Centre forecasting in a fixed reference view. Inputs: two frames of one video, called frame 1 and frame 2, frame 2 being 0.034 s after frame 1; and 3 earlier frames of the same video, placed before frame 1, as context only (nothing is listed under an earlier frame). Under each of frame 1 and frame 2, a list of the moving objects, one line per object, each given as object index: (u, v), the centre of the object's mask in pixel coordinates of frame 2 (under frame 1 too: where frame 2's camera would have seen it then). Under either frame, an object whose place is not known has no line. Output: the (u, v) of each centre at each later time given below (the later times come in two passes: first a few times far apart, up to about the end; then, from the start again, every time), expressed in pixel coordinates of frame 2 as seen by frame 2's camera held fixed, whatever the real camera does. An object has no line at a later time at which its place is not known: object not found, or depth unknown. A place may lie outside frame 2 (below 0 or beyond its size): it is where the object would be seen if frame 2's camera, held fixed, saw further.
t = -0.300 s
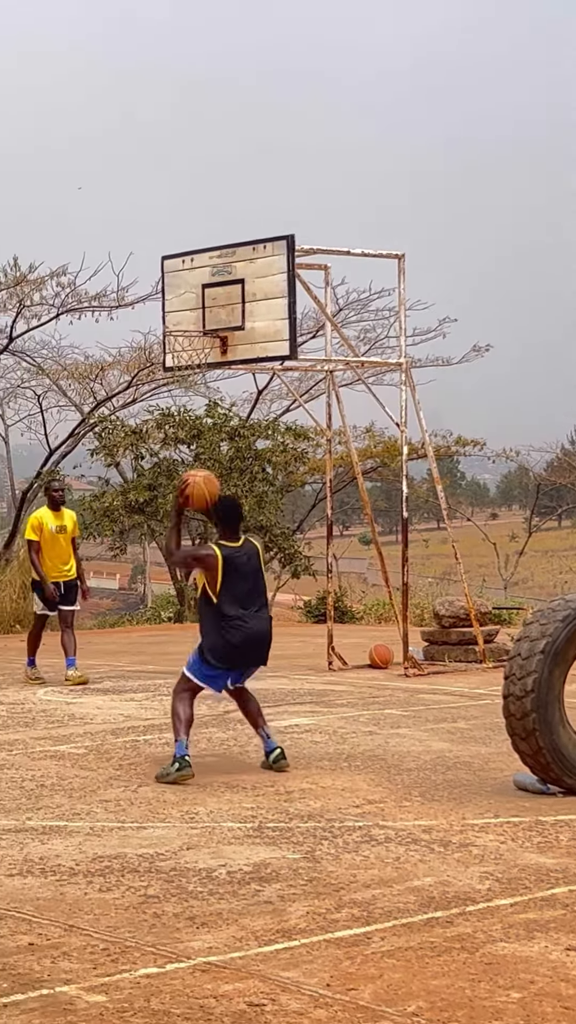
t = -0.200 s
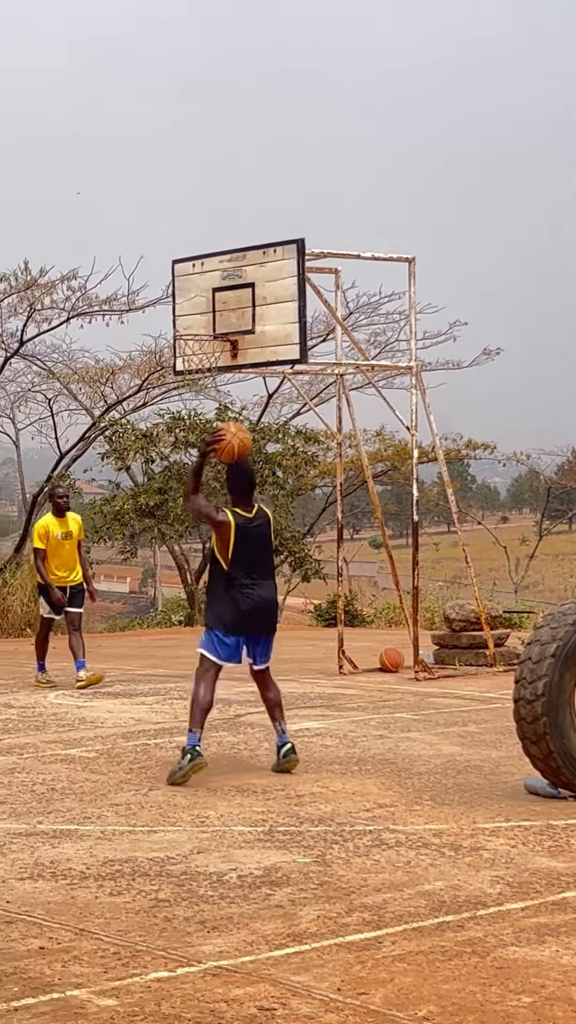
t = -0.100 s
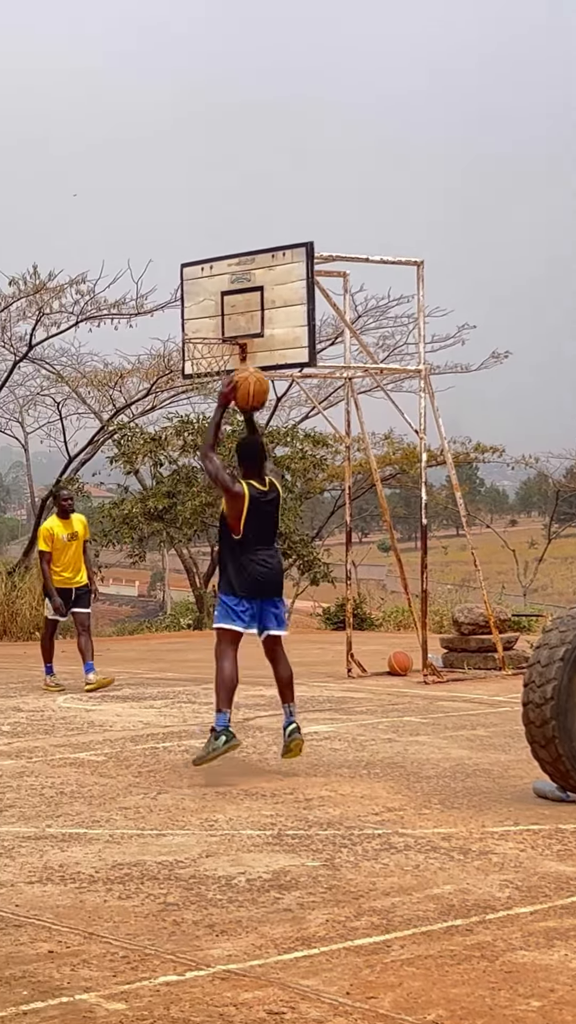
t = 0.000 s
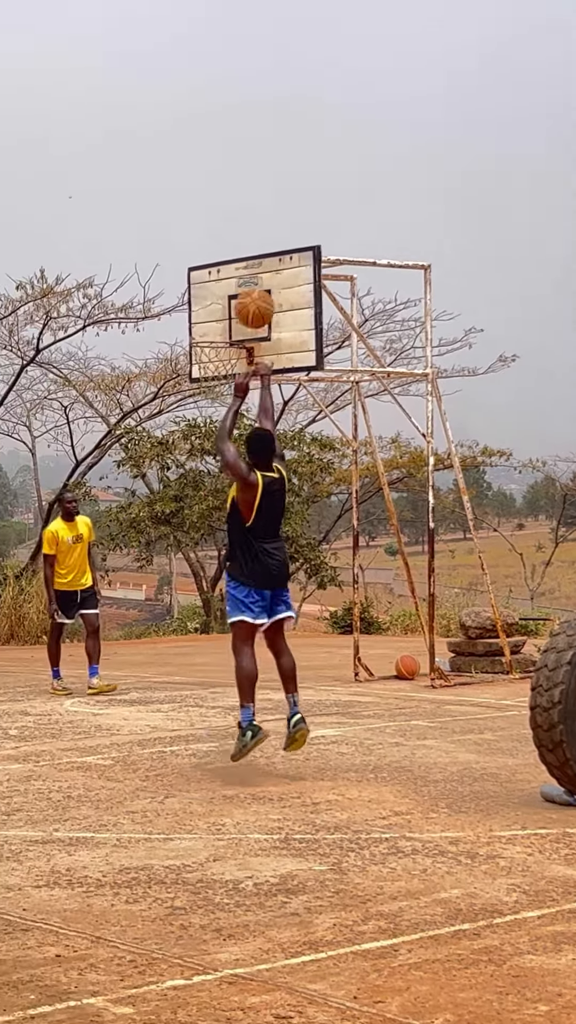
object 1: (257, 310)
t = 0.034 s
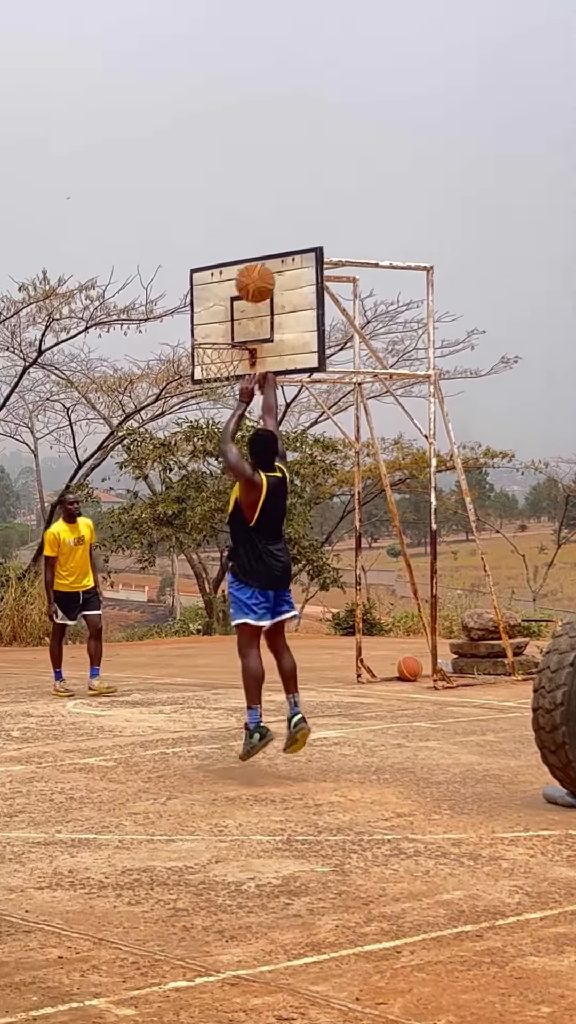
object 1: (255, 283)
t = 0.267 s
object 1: (247, 160)
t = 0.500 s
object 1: (239, 132)
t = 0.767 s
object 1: (230, 188)
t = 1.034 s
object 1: (222, 316)
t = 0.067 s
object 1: (254, 258)
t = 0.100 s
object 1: (253, 237)
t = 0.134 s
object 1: (251, 217)
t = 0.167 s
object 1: (250, 199)
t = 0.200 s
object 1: (249, 184)
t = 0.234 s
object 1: (248, 171)
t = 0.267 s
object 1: (247, 160)
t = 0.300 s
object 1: (246, 151)
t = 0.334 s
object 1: (245, 143)
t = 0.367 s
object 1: (244, 138)
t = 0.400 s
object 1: (243, 134)
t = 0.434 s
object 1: (241, 132)
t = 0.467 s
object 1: (240, 131)
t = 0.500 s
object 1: (239, 132)
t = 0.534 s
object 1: (238, 134)
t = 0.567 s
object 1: (237, 138)
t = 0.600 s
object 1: (235, 143)
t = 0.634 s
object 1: (234, 150)
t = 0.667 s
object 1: (233, 158)
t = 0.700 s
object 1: (232, 166)
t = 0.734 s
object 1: (231, 177)
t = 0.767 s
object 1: (230, 188)
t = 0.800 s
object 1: (229, 201)
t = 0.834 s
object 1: (228, 214)
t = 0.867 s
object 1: (227, 229)
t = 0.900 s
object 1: (226, 244)
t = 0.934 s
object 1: (225, 261)
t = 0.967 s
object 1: (224, 279)
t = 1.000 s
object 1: (223, 297)
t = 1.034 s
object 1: (222, 316)
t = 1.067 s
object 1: (221, 337)
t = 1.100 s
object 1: (218, 349)
